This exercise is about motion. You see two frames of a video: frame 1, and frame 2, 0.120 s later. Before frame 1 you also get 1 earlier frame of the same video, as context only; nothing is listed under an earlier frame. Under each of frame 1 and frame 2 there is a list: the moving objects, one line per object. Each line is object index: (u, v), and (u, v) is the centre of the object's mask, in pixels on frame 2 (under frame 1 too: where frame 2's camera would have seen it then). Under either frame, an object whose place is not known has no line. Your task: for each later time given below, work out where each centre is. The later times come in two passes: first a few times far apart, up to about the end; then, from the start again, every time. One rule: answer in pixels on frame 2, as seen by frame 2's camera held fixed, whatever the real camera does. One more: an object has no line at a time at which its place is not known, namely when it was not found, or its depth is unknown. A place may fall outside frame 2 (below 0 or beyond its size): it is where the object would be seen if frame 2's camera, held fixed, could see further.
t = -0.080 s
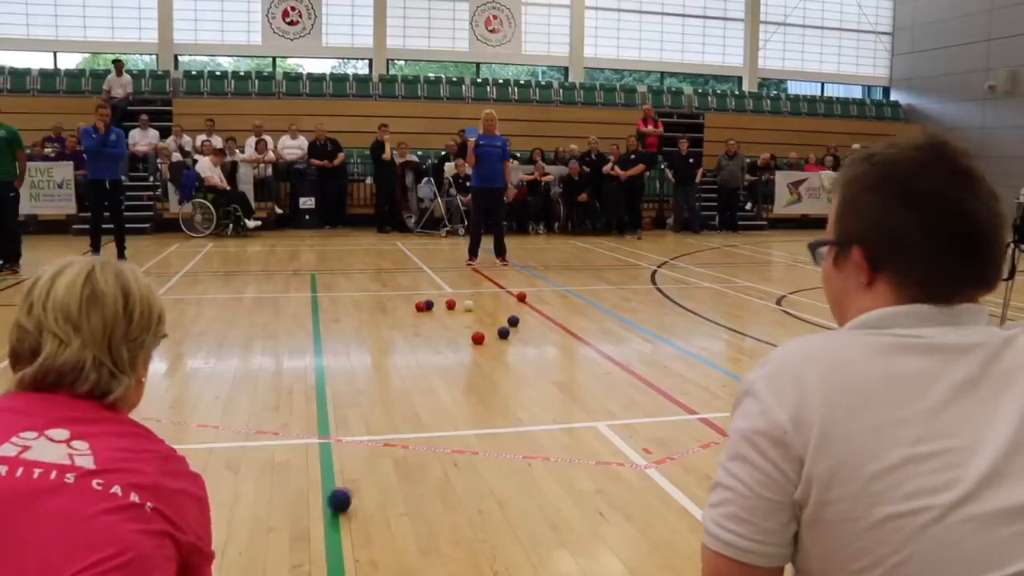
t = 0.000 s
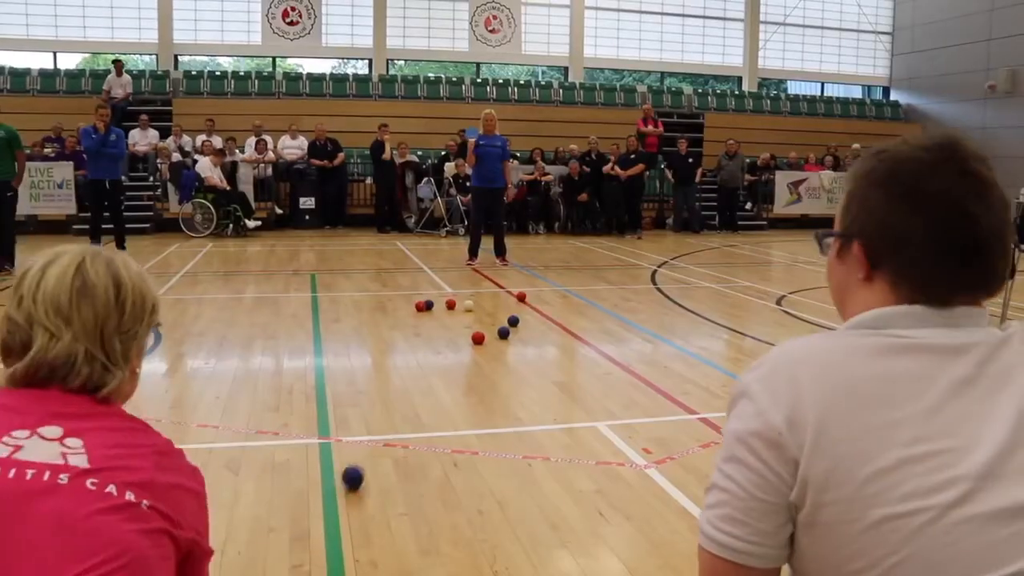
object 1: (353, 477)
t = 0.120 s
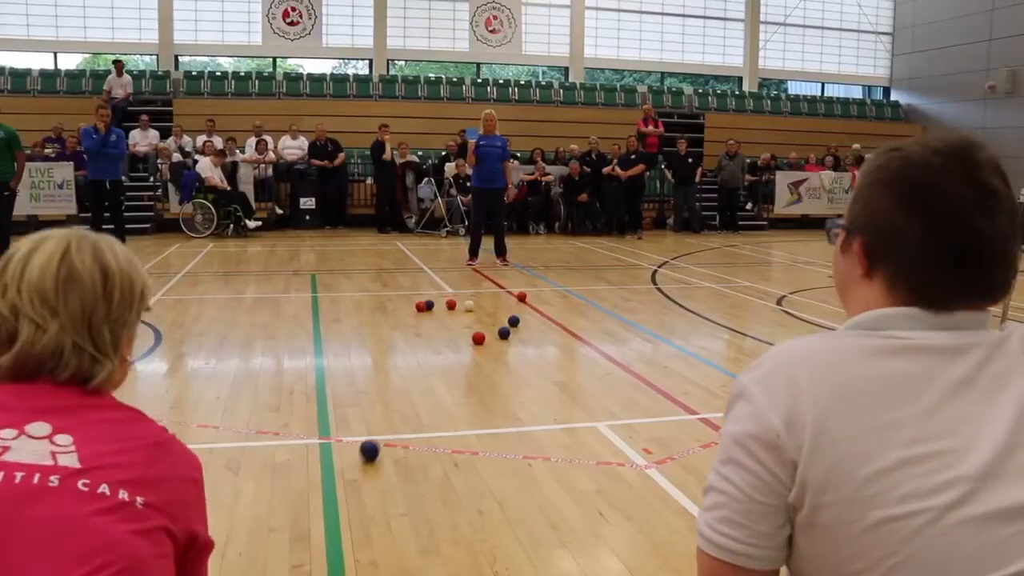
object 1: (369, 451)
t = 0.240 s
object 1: (382, 428)
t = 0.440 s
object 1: (399, 400)
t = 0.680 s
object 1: (413, 374)
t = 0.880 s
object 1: (422, 357)
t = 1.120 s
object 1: (430, 342)
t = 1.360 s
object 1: (435, 330)
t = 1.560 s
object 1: (439, 322)
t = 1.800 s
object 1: (442, 314)
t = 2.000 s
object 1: (443, 309)
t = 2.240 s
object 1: (440, 304)
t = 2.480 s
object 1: (439, 304)
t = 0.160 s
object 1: (374, 443)
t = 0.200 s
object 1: (378, 436)
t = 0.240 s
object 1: (382, 428)
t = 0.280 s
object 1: (386, 422)
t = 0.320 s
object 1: (390, 416)
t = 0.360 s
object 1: (393, 410)
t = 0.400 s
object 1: (396, 405)
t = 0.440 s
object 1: (399, 400)
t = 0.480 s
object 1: (401, 395)
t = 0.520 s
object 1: (404, 390)
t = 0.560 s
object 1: (407, 386)
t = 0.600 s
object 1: (409, 381)
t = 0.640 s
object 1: (411, 378)
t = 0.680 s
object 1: (413, 374)
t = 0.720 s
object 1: (415, 370)
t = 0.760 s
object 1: (417, 367)
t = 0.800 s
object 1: (419, 363)
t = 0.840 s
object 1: (420, 360)
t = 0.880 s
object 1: (422, 357)
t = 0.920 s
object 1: (423, 354)
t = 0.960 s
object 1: (425, 352)
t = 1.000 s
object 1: (426, 349)
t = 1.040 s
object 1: (427, 347)
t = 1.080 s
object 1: (428, 344)
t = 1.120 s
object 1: (430, 342)
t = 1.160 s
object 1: (431, 340)
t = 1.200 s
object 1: (432, 338)
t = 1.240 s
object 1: (433, 335)
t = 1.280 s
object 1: (434, 334)
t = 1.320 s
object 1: (434, 332)
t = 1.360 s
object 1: (435, 330)
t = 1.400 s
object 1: (436, 328)
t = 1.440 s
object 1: (437, 326)
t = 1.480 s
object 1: (437, 325)
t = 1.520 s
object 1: (438, 323)
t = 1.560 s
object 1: (439, 322)
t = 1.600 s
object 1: (439, 320)
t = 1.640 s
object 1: (440, 319)
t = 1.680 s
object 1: (440, 318)
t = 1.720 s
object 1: (441, 317)
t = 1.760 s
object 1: (441, 315)
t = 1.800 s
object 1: (442, 314)
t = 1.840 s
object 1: (442, 313)
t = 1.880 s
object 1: (443, 312)
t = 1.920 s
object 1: (443, 311)
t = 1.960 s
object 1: (443, 310)
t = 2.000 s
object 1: (443, 309)
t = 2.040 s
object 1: (443, 308)
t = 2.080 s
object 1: (443, 307)
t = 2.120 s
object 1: (444, 306)
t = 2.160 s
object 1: (444, 306)
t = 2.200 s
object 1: (442, 304)
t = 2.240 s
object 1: (440, 304)
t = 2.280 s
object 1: (439, 305)
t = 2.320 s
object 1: (439, 304)
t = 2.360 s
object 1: (439, 305)
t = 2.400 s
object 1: (439, 304)
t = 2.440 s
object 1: (439, 304)
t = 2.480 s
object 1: (439, 304)
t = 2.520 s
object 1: (439, 304)
